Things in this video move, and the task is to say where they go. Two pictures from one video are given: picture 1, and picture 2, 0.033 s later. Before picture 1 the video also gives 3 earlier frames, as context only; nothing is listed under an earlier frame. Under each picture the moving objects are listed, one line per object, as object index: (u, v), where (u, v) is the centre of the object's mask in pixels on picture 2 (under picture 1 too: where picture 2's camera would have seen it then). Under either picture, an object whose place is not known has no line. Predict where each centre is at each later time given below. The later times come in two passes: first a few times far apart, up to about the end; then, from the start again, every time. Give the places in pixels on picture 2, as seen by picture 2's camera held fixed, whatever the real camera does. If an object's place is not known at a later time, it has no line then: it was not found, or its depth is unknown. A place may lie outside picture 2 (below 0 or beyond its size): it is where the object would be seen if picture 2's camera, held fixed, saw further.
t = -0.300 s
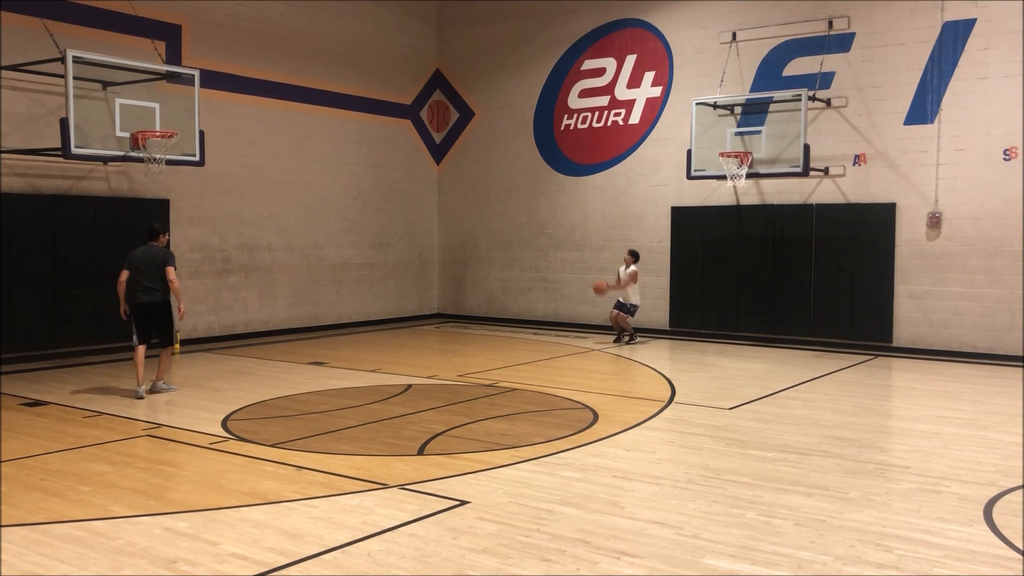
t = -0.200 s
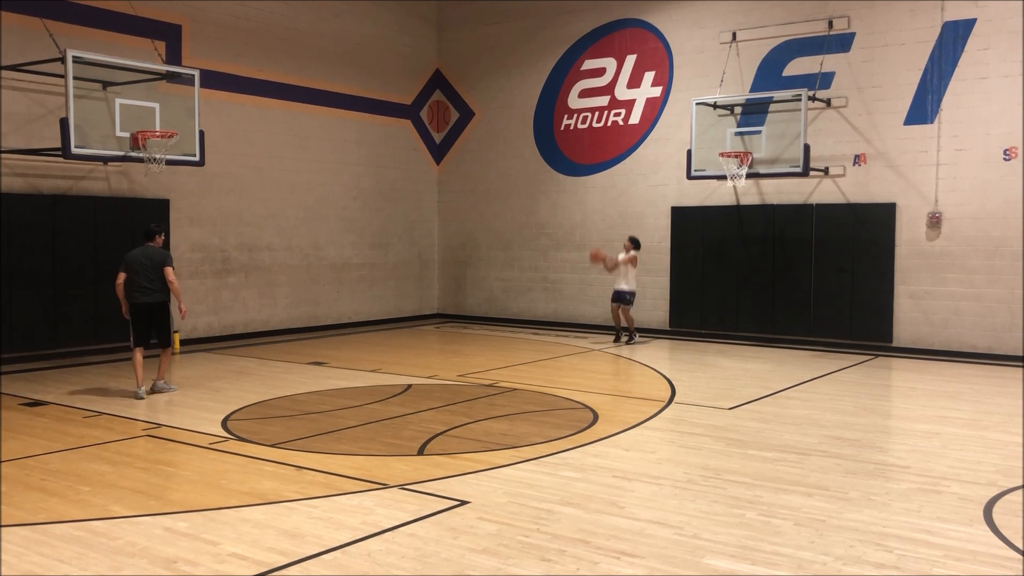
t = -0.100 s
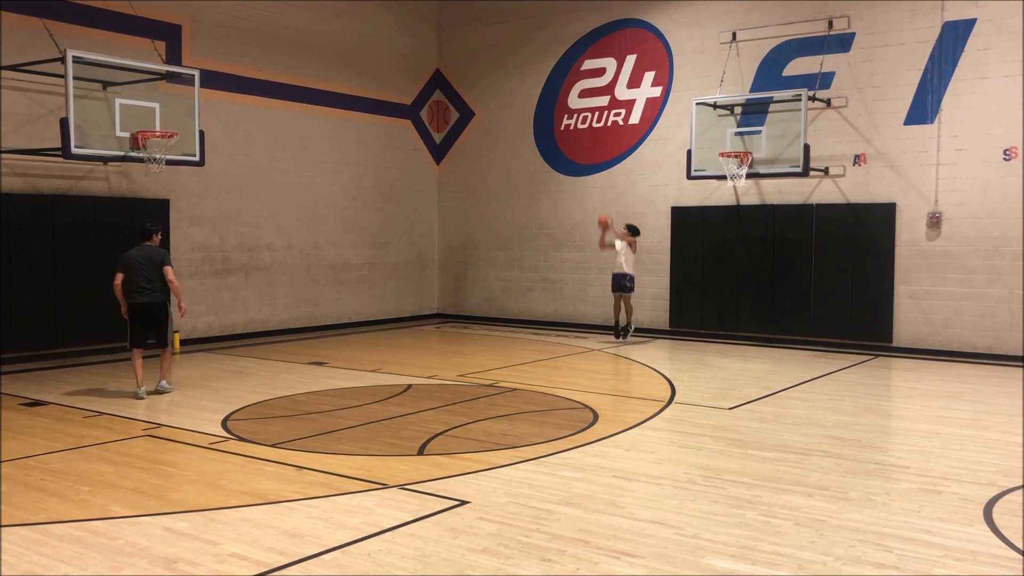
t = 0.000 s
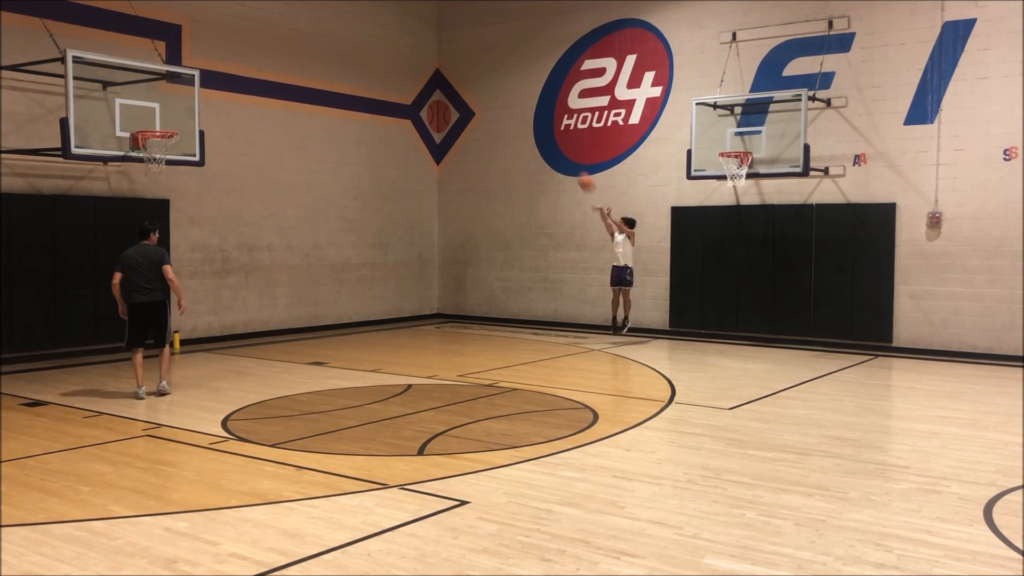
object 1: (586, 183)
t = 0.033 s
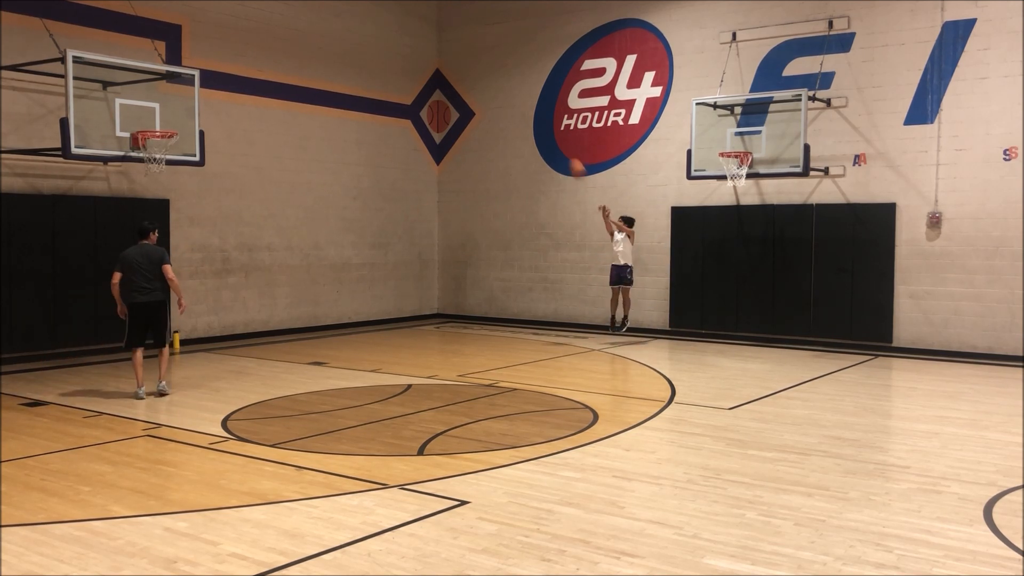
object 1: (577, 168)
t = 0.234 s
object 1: (519, 100)
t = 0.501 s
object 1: (433, 41)
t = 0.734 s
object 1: (350, 26)
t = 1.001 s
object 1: (248, 56)
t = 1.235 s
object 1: (150, 126)
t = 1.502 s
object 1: (187, 179)
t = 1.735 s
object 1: (219, 237)
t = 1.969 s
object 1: (250, 334)
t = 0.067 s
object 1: (567, 156)
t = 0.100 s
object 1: (558, 143)
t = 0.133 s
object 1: (548, 132)
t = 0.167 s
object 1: (538, 121)
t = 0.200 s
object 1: (528, 110)
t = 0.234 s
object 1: (519, 100)
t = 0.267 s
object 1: (509, 91)
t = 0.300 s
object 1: (498, 82)
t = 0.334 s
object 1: (488, 73)
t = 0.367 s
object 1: (477, 65)
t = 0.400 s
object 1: (467, 58)
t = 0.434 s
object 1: (456, 52)
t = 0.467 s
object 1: (445, 46)
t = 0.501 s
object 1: (433, 41)
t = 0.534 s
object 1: (422, 36)
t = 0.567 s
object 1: (410, 33)
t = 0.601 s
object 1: (399, 30)
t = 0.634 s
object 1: (387, 28)
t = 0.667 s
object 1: (375, 27)
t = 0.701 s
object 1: (362, 26)
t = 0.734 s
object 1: (350, 26)
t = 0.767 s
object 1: (338, 27)
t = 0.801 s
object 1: (325, 29)
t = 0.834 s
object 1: (313, 31)
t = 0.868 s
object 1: (300, 34)
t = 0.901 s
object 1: (287, 38)
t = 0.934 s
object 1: (275, 43)
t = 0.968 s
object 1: (262, 49)
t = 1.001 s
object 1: (248, 56)
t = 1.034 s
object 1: (234, 63)
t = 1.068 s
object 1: (220, 73)
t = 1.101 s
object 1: (209, 81)
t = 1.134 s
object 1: (193, 92)
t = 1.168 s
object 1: (179, 104)
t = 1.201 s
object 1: (167, 116)
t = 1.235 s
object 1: (150, 126)
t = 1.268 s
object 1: (150, 142)
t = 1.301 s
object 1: (158, 153)
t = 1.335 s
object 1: (165, 162)
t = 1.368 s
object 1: (170, 165)
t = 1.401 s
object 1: (175, 167)
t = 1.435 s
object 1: (179, 170)
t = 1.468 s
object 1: (183, 174)
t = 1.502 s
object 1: (187, 179)
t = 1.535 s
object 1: (192, 185)
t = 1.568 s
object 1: (196, 191)
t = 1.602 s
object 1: (201, 199)
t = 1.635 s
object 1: (205, 207)
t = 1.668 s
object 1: (210, 216)
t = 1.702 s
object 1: (214, 226)
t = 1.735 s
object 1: (219, 237)
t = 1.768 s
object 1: (223, 249)
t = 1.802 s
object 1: (228, 262)
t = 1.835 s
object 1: (231, 274)
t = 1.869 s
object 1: (236, 288)
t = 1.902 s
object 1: (240, 303)
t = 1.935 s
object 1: (245, 318)
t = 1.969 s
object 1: (250, 334)
